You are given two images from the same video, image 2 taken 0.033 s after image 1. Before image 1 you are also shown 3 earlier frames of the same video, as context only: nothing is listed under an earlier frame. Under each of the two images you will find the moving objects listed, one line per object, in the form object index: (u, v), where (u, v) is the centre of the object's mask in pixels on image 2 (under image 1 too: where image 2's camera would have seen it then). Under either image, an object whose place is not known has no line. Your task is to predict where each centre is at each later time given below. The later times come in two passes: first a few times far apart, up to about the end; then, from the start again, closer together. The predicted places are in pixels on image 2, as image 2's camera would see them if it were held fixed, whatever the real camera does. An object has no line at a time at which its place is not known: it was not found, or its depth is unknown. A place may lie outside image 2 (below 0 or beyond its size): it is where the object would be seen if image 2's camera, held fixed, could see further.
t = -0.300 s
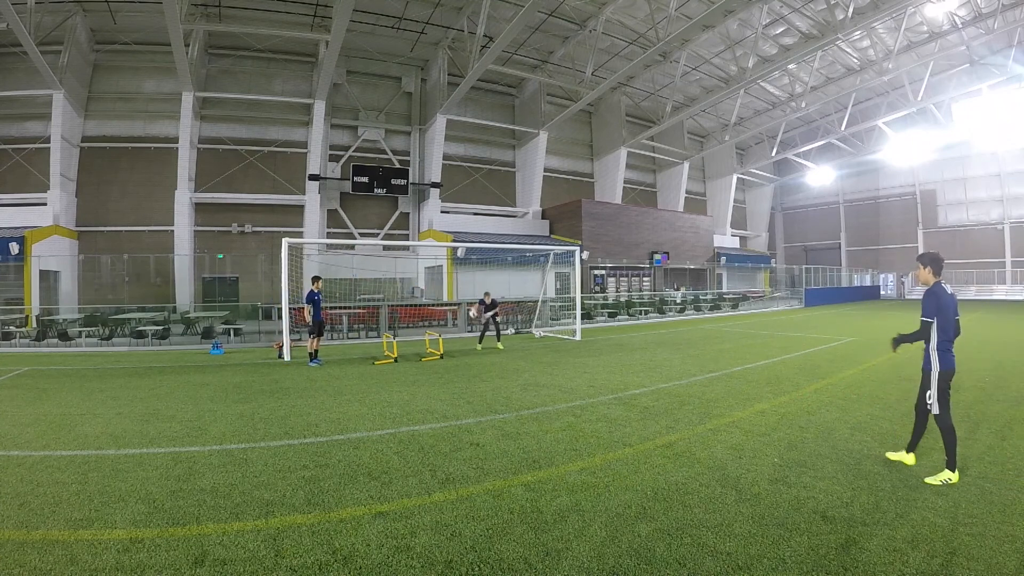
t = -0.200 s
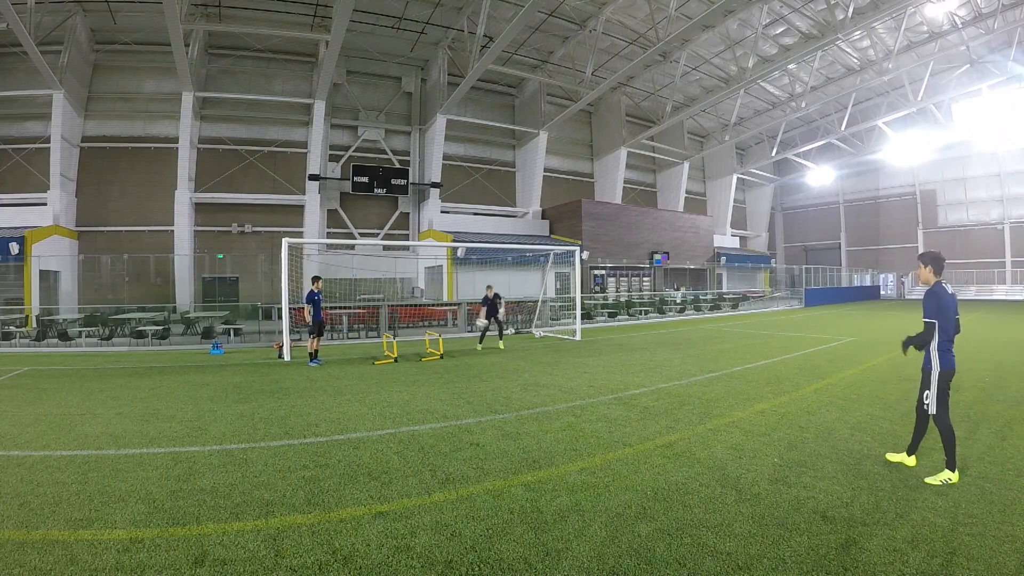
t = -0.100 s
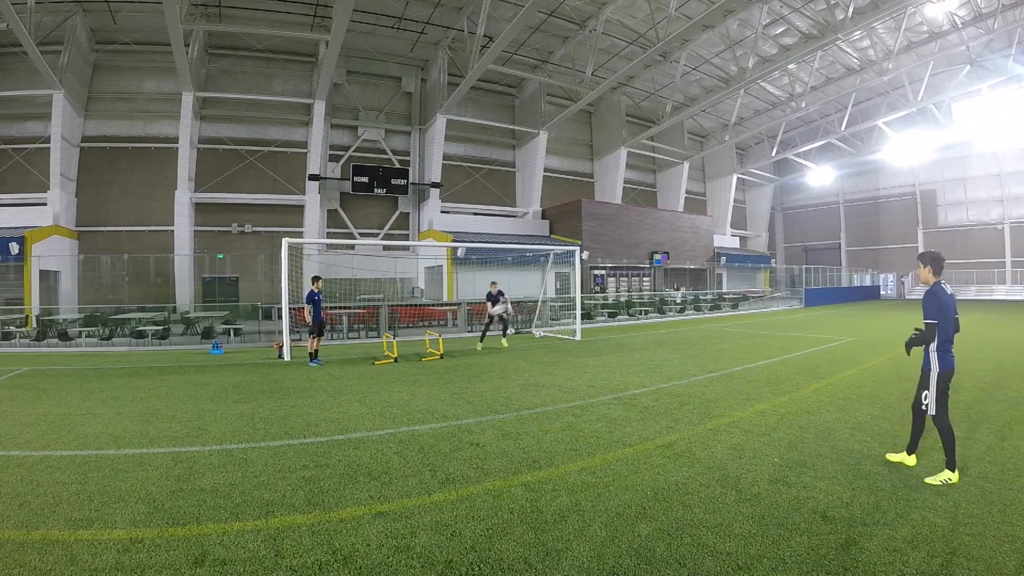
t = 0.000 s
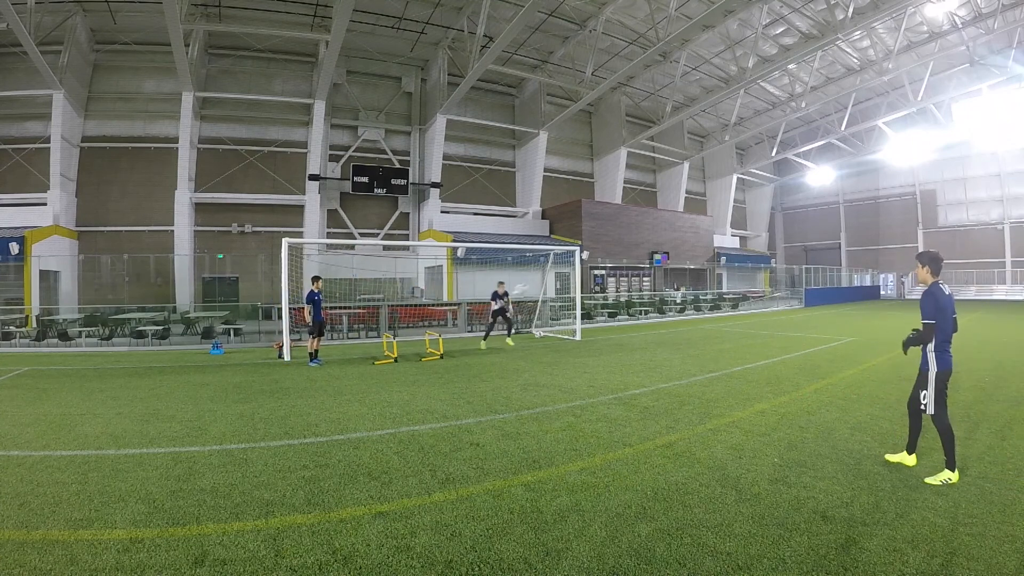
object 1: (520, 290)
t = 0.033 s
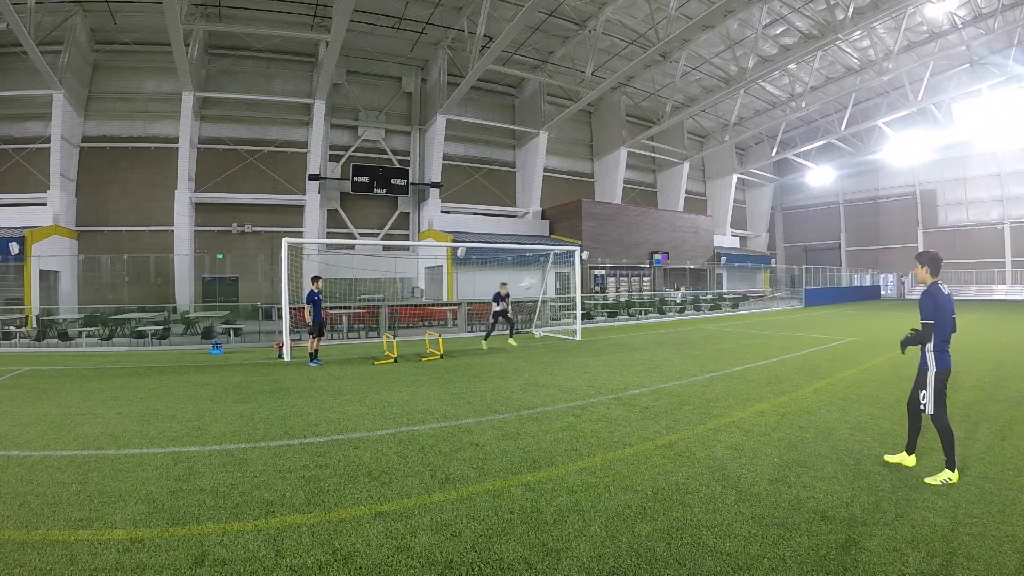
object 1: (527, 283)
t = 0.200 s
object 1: (571, 258)
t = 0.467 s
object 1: (681, 240)
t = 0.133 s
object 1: (552, 267)
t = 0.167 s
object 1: (563, 261)
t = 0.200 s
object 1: (571, 258)
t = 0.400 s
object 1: (648, 240)
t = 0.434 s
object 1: (664, 240)
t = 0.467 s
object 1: (681, 240)
